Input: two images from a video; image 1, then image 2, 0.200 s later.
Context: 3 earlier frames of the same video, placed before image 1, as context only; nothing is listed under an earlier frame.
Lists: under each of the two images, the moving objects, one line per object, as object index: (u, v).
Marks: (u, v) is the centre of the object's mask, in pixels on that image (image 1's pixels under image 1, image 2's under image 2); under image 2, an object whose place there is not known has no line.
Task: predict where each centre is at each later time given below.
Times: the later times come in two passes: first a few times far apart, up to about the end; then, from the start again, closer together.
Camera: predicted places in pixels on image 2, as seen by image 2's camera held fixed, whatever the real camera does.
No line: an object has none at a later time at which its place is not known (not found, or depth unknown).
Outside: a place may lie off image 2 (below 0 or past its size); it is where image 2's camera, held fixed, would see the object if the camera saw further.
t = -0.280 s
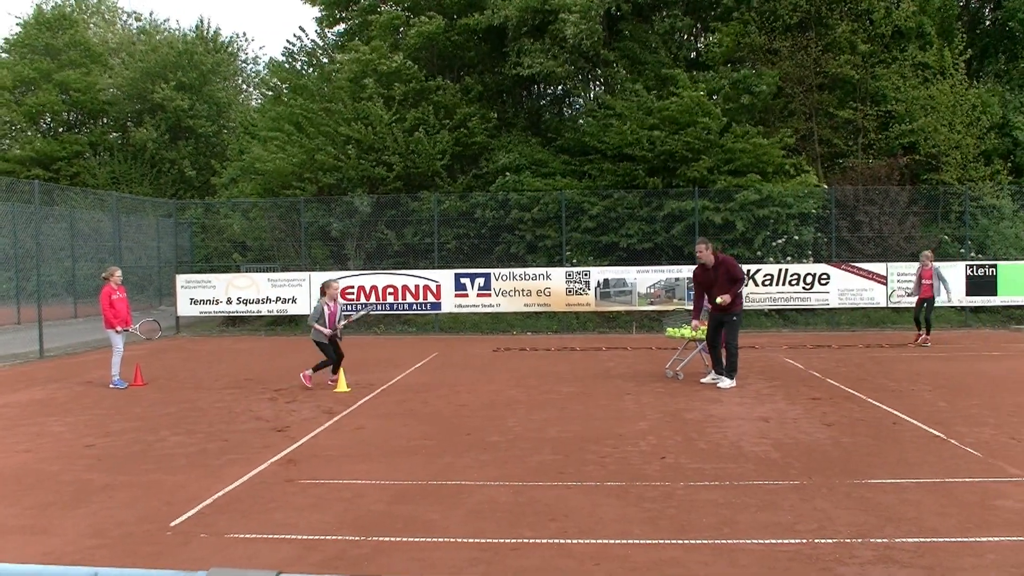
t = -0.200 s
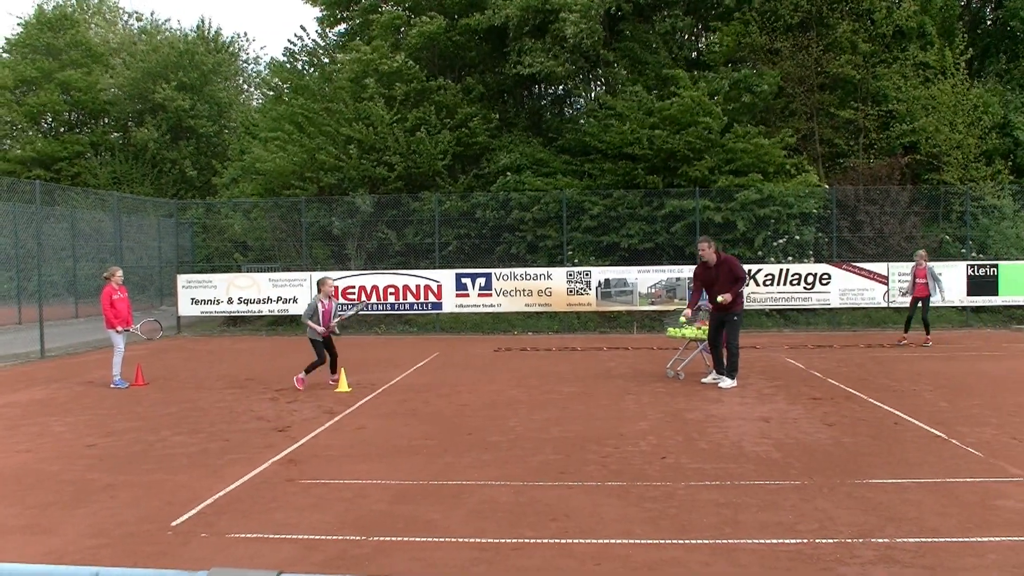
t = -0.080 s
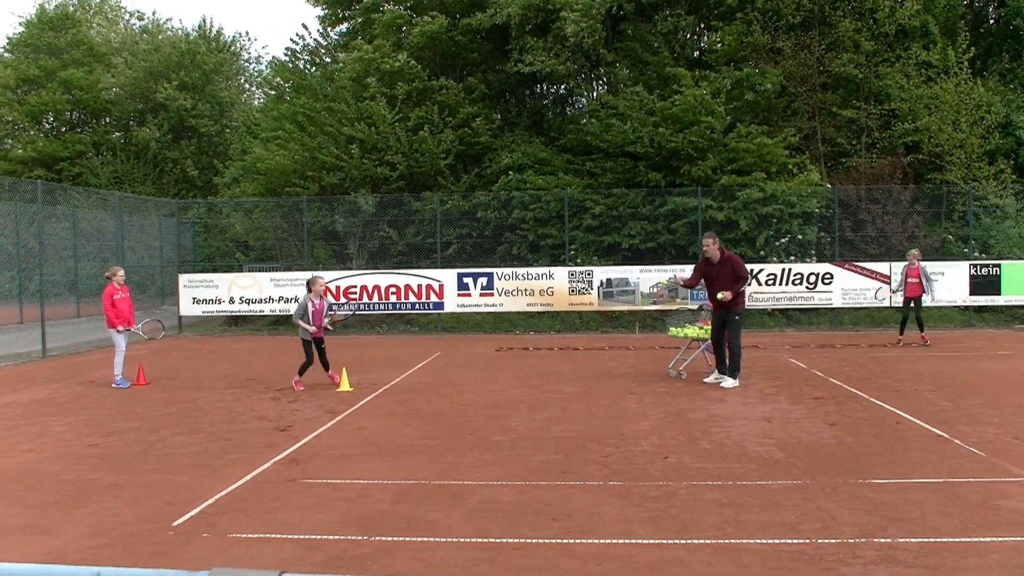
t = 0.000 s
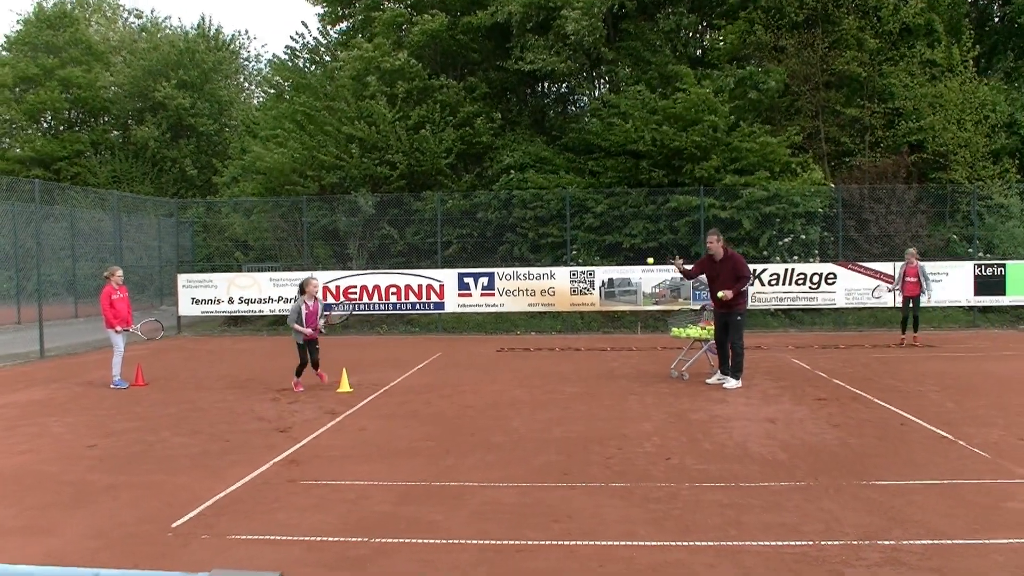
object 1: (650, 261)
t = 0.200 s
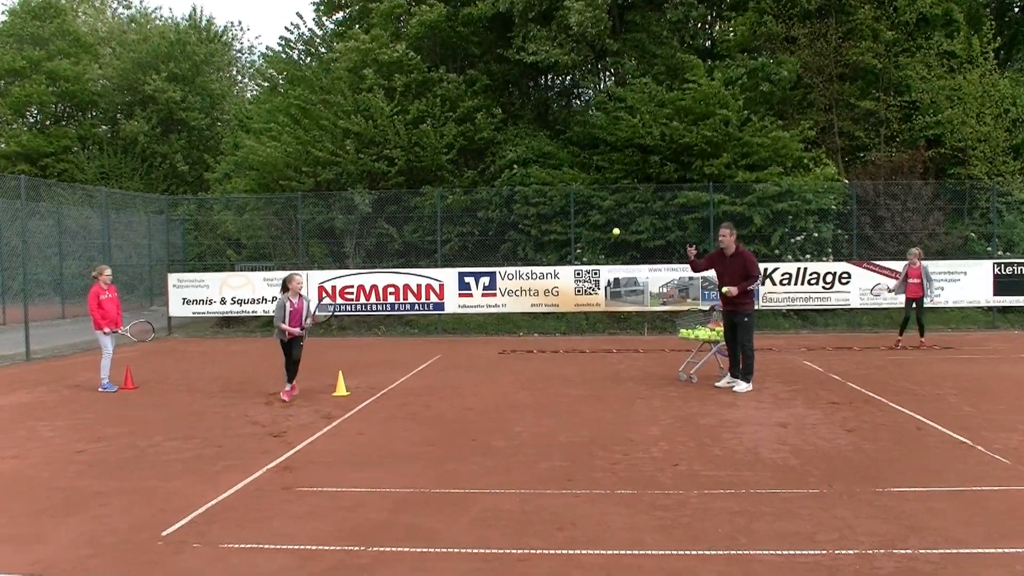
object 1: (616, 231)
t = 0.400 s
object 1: (570, 240)
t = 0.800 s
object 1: (473, 400)
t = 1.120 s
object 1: (416, 349)
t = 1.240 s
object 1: (396, 338)
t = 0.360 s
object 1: (579, 235)
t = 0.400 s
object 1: (570, 240)
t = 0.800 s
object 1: (473, 400)
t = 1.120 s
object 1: (416, 349)
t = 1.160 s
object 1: (410, 343)
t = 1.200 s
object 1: (403, 340)
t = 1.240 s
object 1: (396, 338)
